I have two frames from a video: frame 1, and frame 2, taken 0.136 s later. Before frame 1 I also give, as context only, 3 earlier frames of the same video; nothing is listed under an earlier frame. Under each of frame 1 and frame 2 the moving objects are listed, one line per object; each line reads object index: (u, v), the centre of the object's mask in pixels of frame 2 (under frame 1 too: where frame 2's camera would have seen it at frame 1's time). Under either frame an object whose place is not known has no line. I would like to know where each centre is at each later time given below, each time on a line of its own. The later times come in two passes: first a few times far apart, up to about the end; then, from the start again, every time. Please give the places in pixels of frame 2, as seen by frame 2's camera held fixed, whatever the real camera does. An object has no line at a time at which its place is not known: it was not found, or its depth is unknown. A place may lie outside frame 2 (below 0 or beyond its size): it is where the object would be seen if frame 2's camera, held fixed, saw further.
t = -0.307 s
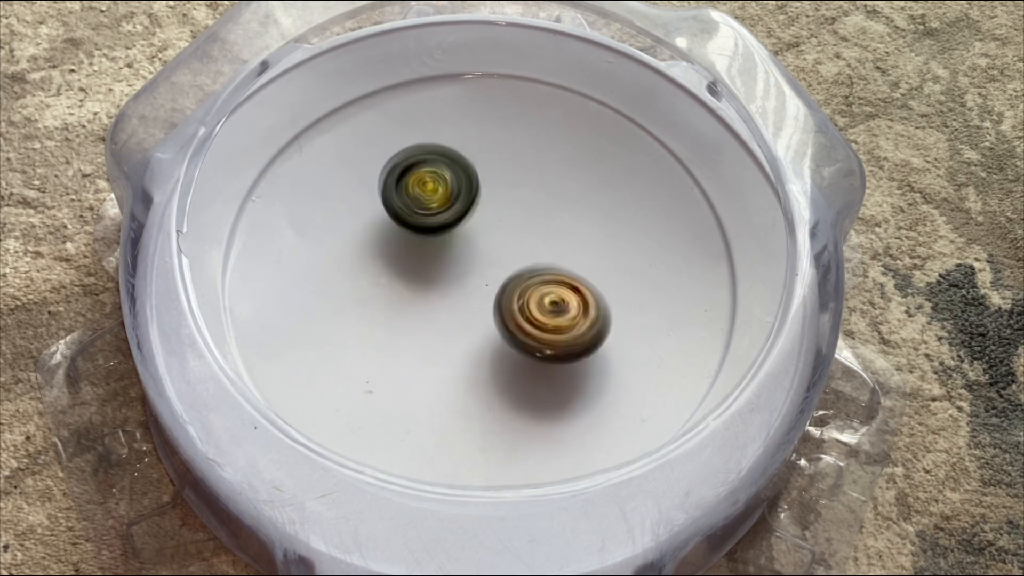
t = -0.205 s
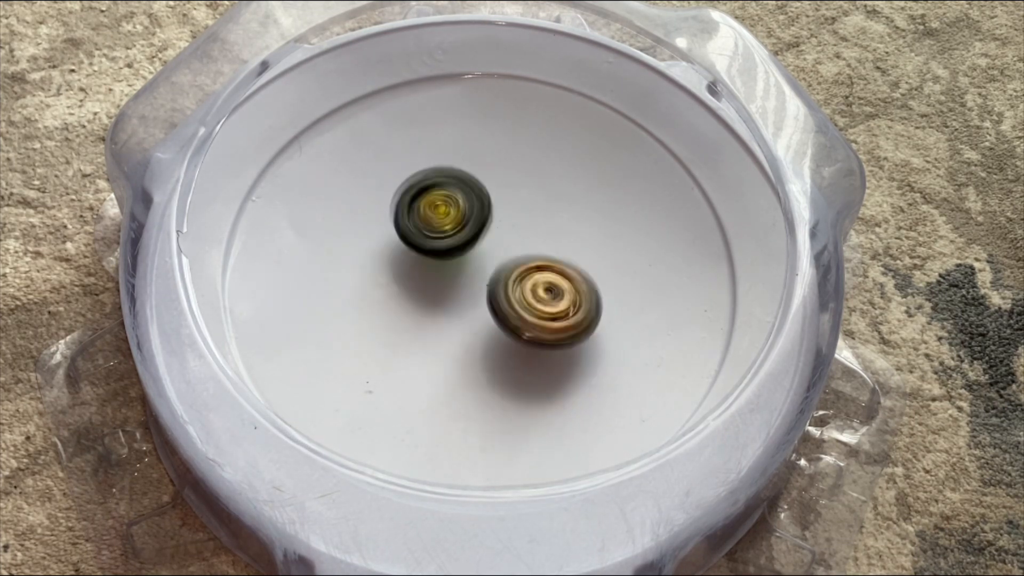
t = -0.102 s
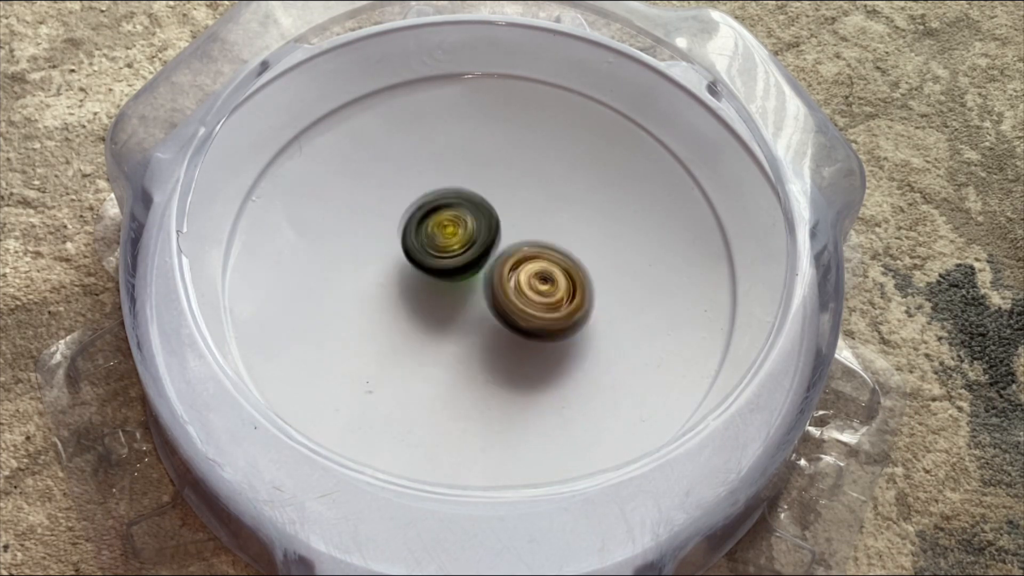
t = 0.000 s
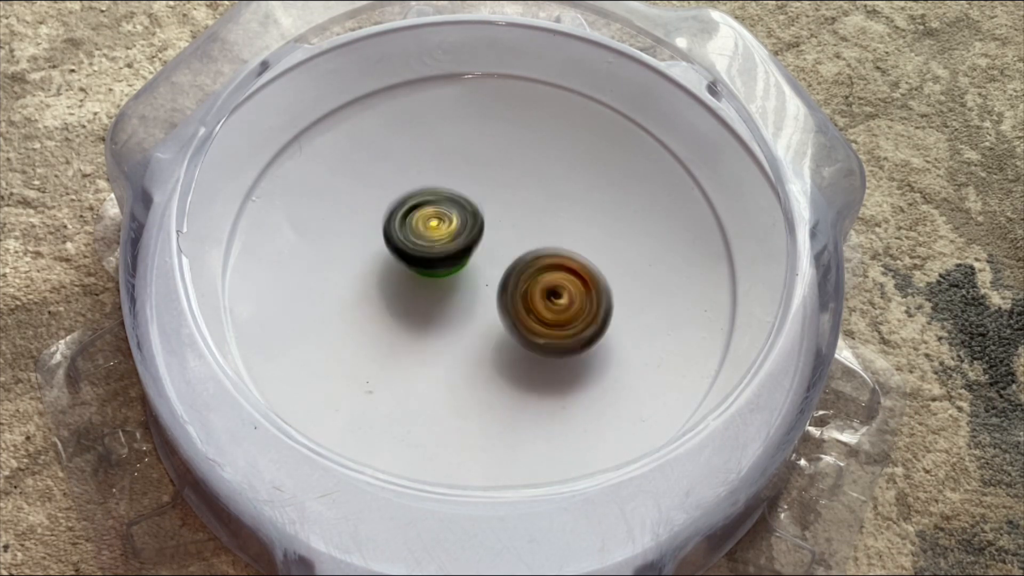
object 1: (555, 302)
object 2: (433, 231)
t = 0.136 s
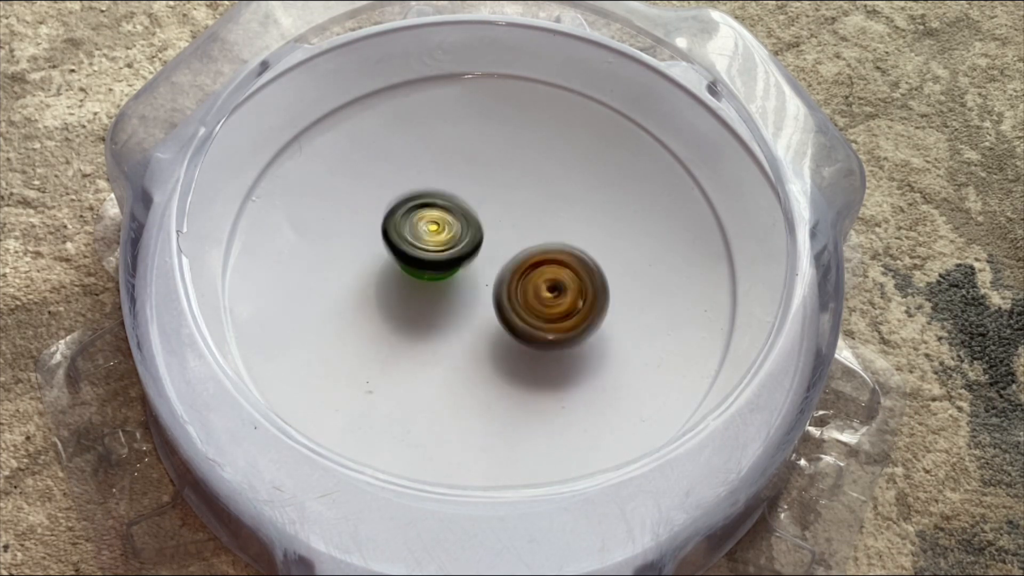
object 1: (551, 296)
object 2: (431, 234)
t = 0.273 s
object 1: (545, 286)
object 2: (432, 235)
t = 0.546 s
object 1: (535, 277)
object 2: (441, 227)
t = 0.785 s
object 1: (533, 278)
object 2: (444, 209)
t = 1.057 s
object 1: (528, 279)
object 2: (450, 198)
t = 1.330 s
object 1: (523, 284)
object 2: (454, 200)
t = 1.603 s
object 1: (522, 299)
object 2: (456, 193)
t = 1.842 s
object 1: (513, 300)
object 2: (460, 192)
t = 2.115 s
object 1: (518, 288)
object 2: (456, 211)
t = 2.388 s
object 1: (515, 281)
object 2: (444, 206)
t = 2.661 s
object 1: (523, 285)
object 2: (448, 205)
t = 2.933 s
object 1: (522, 283)
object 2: (437, 219)
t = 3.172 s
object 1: (508, 294)
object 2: (405, 190)
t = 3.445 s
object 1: (489, 269)
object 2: (427, 199)
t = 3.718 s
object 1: (476, 293)
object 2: (561, 177)
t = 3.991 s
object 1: (486, 268)
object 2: (569, 179)
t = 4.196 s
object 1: (497, 268)
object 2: (563, 202)
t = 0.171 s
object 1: (549, 294)
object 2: (432, 235)
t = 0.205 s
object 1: (548, 291)
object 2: (431, 236)
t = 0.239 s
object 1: (546, 288)
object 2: (431, 236)
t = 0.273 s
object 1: (545, 286)
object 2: (432, 235)
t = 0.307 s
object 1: (543, 283)
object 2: (434, 236)
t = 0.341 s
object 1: (542, 282)
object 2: (435, 235)
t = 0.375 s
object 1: (540, 280)
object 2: (435, 234)
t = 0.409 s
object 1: (538, 279)
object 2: (439, 234)
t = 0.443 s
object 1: (537, 278)
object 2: (439, 233)
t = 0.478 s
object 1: (537, 278)
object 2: (437, 230)
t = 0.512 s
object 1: (536, 278)
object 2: (438, 228)
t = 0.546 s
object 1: (535, 277)
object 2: (441, 227)
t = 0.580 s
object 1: (536, 278)
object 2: (439, 223)
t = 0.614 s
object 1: (537, 279)
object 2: (437, 218)
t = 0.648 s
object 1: (535, 279)
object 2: (439, 216)
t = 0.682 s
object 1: (534, 277)
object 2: (440, 215)
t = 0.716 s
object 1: (532, 276)
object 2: (443, 215)
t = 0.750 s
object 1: (532, 275)
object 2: (444, 213)
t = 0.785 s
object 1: (533, 278)
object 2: (444, 209)
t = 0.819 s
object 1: (533, 279)
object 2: (445, 206)
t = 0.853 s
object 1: (531, 279)
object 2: (447, 206)
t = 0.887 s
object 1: (529, 277)
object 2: (449, 207)
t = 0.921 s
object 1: (528, 276)
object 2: (450, 208)
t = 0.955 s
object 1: (530, 278)
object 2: (450, 203)
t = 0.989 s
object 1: (531, 280)
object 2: (447, 200)
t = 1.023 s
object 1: (530, 280)
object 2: (449, 198)
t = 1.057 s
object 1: (528, 279)
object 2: (450, 198)
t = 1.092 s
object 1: (527, 277)
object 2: (451, 201)
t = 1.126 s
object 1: (529, 279)
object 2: (452, 201)
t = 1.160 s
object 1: (529, 282)
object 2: (452, 200)
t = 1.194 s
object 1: (527, 282)
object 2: (453, 201)
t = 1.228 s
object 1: (524, 281)
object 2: (454, 202)
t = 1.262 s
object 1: (523, 279)
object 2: (455, 204)
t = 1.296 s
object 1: (523, 282)
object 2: (455, 202)
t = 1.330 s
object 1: (523, 284)
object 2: (454, 200)
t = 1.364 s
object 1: (520, 283)
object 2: (454, 201)
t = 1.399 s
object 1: (521, 281)
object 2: (454, 202)
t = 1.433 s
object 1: (520, 280)
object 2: (455, 204)
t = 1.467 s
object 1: (522, 282)
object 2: (455, 204)
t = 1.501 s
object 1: (522, 283)
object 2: (454, 205)
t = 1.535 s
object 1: (521, 283)
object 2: (455, 206)
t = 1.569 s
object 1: (520, 286)
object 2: (454, 204)
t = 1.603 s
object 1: (522, 299)
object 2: (456, 193)
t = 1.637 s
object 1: (521, 307)
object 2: (454, 184)
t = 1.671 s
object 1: (520, 311)
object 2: (456, 182)
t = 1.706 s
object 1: (516, 311)
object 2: (457, 182)
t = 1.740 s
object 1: (513, 308)
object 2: (457, 184)
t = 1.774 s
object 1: (512, 305)
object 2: (457, 187)
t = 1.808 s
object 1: (512, 302)
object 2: (458, 189)
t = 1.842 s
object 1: (513, 300)
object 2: (460, 192)
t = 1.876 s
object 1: (515, 297)
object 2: (461, 194)
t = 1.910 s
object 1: (516, 295)
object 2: (463, 197)
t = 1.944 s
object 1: (516, 293)
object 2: (463, 200)
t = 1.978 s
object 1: (515, 289)
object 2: (462, 205)
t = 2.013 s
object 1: (515, 287)
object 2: (460, 210)
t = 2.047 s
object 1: (517, 288)
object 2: (457, 210)
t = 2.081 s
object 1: (518, 288)
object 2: (456, 210)
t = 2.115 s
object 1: (518, 288)
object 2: (456, 211)
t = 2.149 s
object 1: (517, 287)
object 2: (454, 213)
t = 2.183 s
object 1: (517, 286)
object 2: (452, 213)
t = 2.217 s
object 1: (518, 287)
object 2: (447, 211)
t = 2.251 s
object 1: (517, 287)
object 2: (443, 208)
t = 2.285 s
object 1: (517, 286)
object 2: (445, 208)
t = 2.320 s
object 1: (516, 285)
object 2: (446, 209)
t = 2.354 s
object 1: (516, 282)
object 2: (445, 207)
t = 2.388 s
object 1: (515, 281)
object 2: (444, 206)
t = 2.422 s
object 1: (516, 278)
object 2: (443, 206)
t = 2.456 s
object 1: (518, 280)
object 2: (442, 201)
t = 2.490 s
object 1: (520, 286)
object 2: (443, 197)
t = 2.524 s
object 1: (522, 288)
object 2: (445, 196)
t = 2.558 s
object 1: (522, 289)
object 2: (446, 194)
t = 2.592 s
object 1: (522, 288)
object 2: (448, 198)
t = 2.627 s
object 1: (524, 287)
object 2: (448, 202)
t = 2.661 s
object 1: (523, 285)
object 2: (448, 205)
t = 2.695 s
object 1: (523, 285)
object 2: (449, 207)
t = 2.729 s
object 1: (523, 283)
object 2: (448, 210)
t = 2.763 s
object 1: (523, 280)
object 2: (446, 214)
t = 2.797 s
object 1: (523, 280)
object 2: (446, 218)
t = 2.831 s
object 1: (523, 282)
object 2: (446, 219)
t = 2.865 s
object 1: (522, 280)
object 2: (443, 219)
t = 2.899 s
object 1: (521, 278)
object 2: (439, 221)
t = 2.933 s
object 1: (522, 283)
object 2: (437, 219)
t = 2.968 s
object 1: (525, 289)
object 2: (429, 209)
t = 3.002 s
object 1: (525, 293)
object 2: (418, 202)
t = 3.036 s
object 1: (522, 296)
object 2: (413, 199)
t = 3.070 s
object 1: (518, 296)
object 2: (409, 195)
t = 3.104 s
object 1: (515, 296)
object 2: (403, 192)
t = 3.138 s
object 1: (512, 297)
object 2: (404, 193)
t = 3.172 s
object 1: (508, 294)
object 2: (405, 190)
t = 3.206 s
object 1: (502, 291)
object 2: (406, 192)
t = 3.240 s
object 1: (500, 288)
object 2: (409, 193)
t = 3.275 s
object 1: (495, 282)
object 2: (407, 197)
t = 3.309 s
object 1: (491, 276)
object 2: (408, 200)
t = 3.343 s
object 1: (490, 269)
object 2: (411, 201)
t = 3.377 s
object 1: (490, 266)
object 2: (414, 201)
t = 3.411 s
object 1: (490, 268)
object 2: (420, 199)
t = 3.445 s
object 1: (489, 269)
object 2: (427, 199)
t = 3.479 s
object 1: (484, 277)
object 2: (443, 196)
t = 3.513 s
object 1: (482, 281)
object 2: (460, 194)
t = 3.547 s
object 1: (481, 283)
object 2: (480, 193)
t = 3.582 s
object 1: (483, 285)
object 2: (498, 191)
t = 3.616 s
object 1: (481, 289)
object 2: (518, 188)
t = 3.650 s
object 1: (480, 290)
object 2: (535, 186)
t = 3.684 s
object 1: (478, 293)
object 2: (549, 182)
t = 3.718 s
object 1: (476, 293)
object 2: (561, 177)
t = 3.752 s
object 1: (476, 293)
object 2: (572, 174)
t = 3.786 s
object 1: (475, 290)
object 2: (580, 173)
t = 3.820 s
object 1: (478, 288)
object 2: (584, 173)
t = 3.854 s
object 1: (478, 285)
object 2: (584, 173)
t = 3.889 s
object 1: (479, 282)
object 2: (583, 174)
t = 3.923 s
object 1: (480, 278)
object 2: (579, 176)
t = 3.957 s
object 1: (482, 272)
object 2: (574, 178)
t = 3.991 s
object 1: (486, 268)
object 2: (569, 179)
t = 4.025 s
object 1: (490, 266)
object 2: (565, 181)
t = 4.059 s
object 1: (499, 262)
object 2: (562, 186)
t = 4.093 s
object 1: (503, 262)
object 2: (561, 190)
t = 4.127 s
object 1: (502, 265)
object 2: (562, 193)
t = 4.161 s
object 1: (499, 268)
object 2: (562, 197)
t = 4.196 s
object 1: (497, 268)
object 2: (563, 202)
